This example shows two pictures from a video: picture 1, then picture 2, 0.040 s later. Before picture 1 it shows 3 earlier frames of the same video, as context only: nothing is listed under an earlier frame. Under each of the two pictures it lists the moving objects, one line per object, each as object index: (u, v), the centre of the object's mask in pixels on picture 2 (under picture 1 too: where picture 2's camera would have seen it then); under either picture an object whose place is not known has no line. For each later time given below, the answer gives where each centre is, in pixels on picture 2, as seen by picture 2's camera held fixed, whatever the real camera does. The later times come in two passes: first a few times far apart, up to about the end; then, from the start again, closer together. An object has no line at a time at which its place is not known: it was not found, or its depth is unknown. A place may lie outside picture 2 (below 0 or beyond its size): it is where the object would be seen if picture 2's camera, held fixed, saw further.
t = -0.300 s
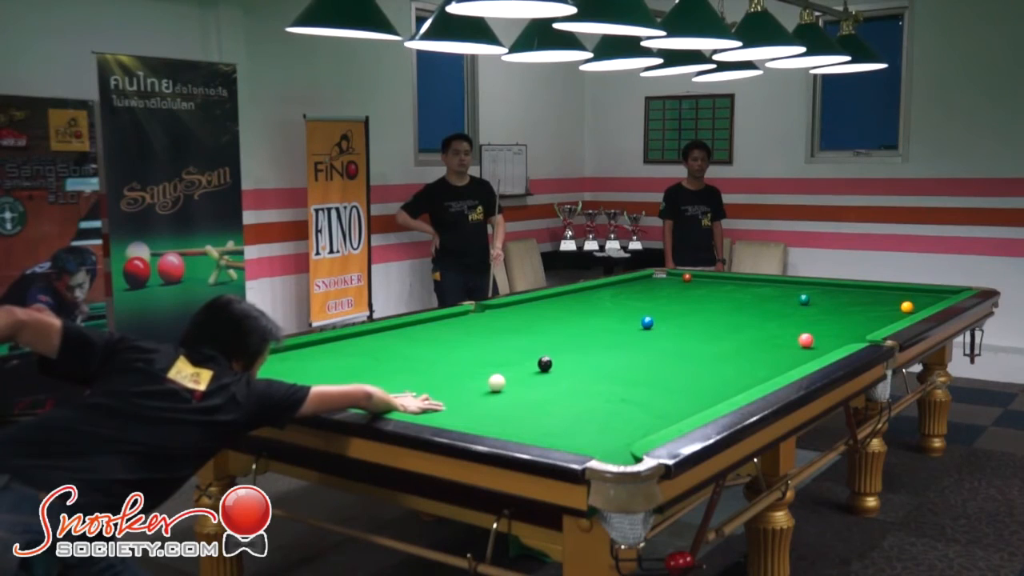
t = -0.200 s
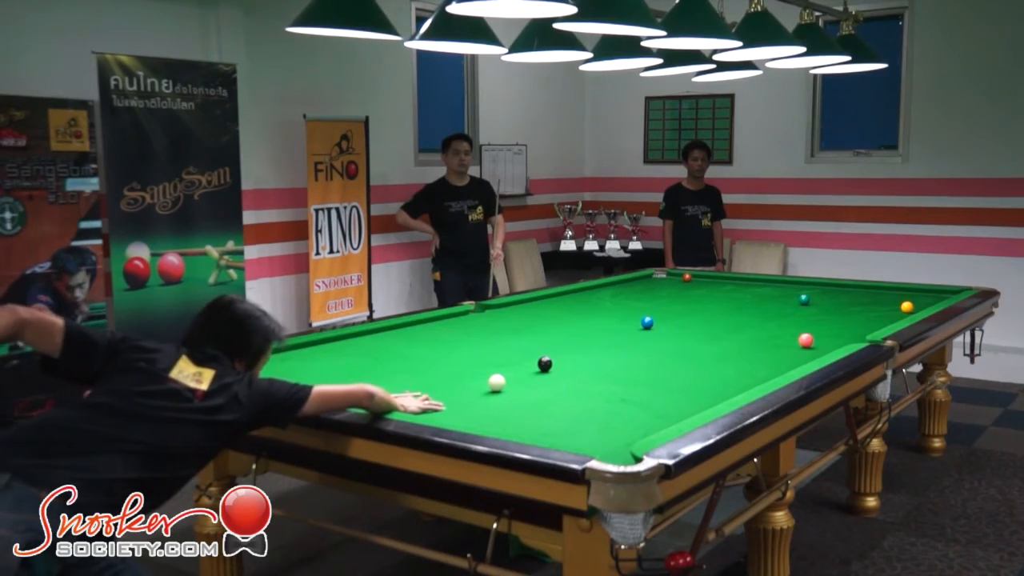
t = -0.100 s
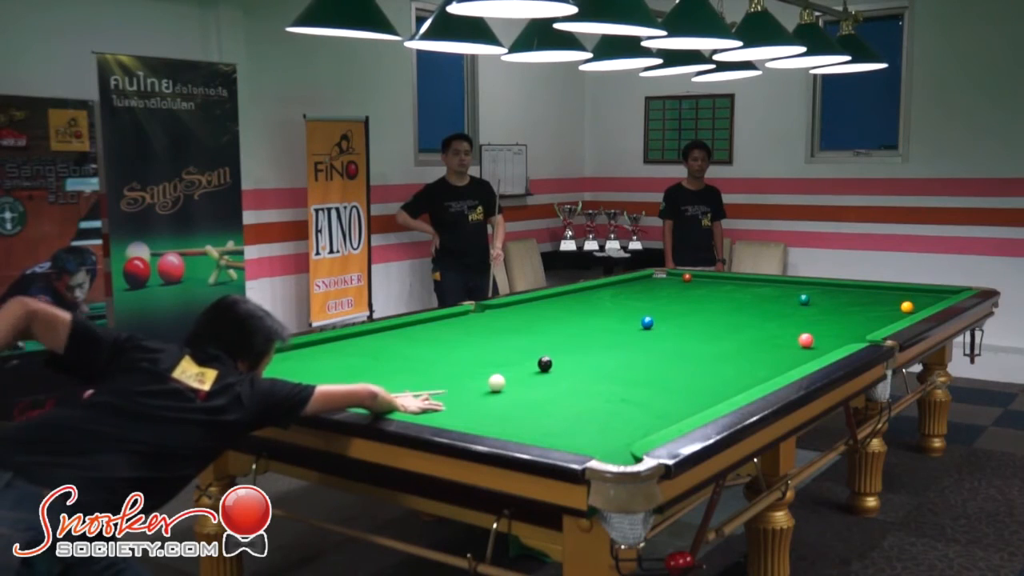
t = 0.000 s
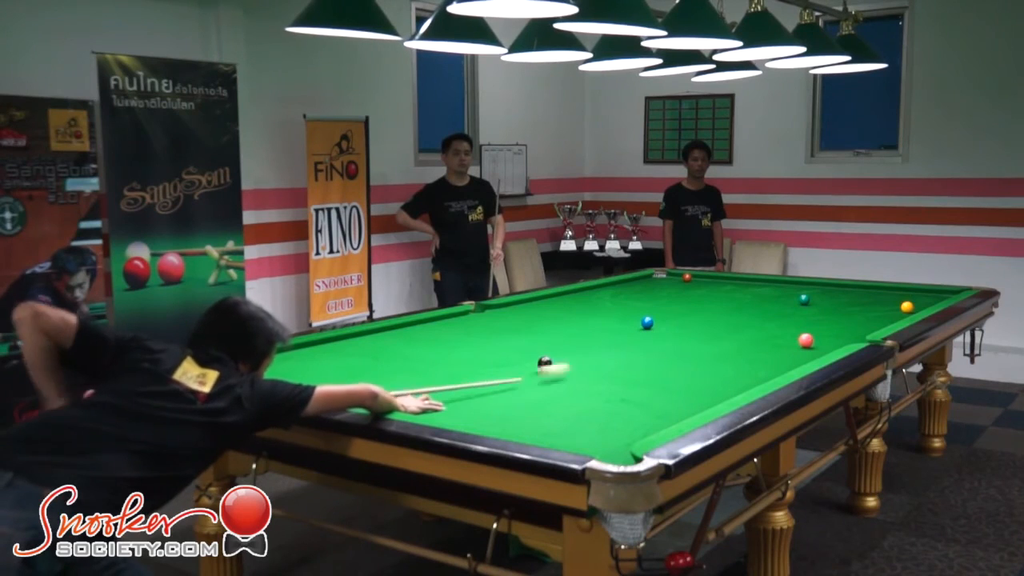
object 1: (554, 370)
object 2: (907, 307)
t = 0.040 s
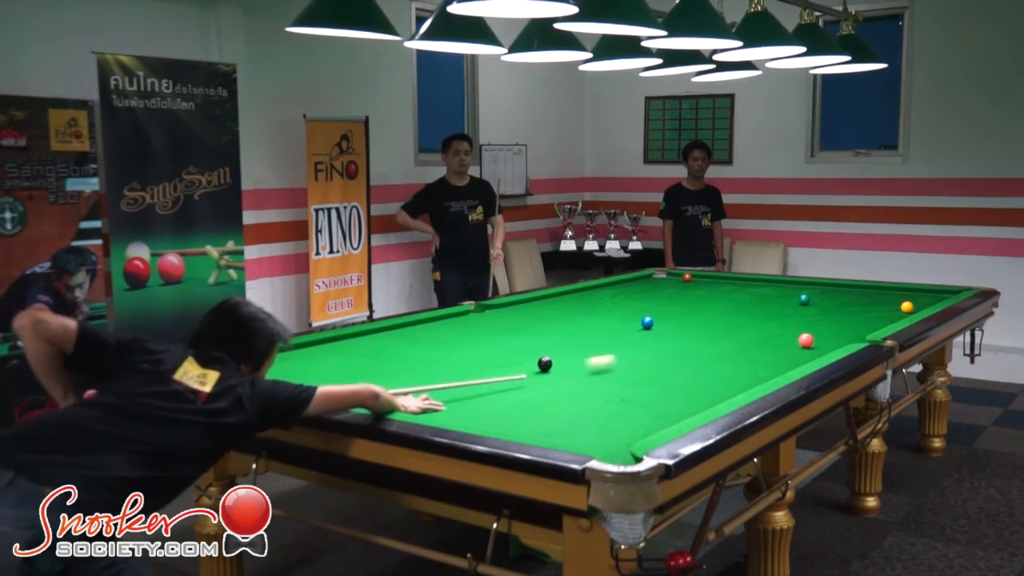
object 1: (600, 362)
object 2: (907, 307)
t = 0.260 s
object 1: (797, 327)
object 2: (907, 307)
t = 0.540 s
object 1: (917, 308)
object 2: (927, 297)
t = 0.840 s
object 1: (875, 303)
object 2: (923, 299)
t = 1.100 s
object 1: (844, 299)
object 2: (896, 313)
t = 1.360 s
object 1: (815, 296)
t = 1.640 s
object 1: (788, 292)
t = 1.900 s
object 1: (765, 289)
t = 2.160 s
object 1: (744, 287)
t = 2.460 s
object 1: (722, 284)
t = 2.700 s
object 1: (707, 282)
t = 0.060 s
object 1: (622, 358)
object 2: (907, 307)
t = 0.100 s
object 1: (663, 351)
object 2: (907, 307)
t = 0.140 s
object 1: (701, 343)
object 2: (907, 307)
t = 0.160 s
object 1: (719, 340)
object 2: (907, 307)
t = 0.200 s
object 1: (752, 335)
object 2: (907, 307)
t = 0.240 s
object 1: (782, 329)
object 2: (907, 307)
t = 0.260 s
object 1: (797, 327)
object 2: (907, 307)
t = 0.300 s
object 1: (824, 322)
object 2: (907, 307)
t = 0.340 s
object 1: (849, 317)
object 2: (907, 307)
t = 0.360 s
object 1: (861, 316)
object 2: (907, 307)
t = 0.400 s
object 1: (884, 311)
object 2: (907, 307)
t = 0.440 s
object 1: (902, 308)
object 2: (909, 305)
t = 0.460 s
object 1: (910, 307)
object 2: (913, 302)
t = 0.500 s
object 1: (920, 308)
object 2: (919, 300)
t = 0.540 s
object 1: (917, 308)
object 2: (927, 297)
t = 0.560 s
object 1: (914, 307)
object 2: (930, 295)
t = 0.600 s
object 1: (908, 307)
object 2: (937, 292)
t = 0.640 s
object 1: (902, 306)
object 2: (942, 290)
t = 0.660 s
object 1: (899, 306)
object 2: (940, 290)
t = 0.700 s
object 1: (894, 305)
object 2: (937, 291)
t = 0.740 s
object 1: (889, 305)
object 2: (932, 294)
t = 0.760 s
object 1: (886, 304)
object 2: (930, 295)
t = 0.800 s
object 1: (881, 304)
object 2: (927, 297)
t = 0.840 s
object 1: (875, 303)
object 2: (923, 299)
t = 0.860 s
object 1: (873, 303)
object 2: (921, 300)
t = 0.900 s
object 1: (868, 302)
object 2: (917, 302)
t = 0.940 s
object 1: (863, 302)
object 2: (913, 305)
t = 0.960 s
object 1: (860, 301)
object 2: (911, 306)
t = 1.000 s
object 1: (855, 301)
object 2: (907, 308)
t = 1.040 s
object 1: (851, 300)
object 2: (903, 310)
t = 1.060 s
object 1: (848, 300)
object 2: (901, 311)
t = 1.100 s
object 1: (844, 299)
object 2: (896, 313)
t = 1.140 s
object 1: (839, 299)
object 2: (892, 315)
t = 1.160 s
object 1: (837, 299)
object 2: (890, 317)
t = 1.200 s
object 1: (833, 298)
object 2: (885, 319)
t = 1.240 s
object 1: (828, 297)
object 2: (880, 321)
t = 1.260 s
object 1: (826, 297)
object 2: (878, 323)
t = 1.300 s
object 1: (822, 297)
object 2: (873, 325)
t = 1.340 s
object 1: (818, 296)
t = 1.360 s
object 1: (815, 296)
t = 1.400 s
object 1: (812, 295)
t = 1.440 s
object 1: (808, 293)
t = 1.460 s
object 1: (806, 293)
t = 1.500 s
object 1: (800, 293)
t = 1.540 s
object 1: (797, 293)
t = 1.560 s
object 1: (795, 293)
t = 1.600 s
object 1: (792, 293)
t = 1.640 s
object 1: (788, 292)
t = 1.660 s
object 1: (786, 292)
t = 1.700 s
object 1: (782, 292)
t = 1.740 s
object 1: (779, 291)
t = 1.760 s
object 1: (777, 291)
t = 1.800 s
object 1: (774, 290)
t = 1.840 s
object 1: (770, 290)
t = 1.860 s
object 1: (768, 290)
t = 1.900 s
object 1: (765, 289)
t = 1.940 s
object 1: (761, 289)
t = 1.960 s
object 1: (760, 289)
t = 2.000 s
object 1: (757, 289)
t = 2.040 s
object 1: (753, 288)
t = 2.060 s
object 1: (752, 288)
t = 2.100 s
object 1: (749, 287)
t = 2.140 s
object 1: (746, 287)
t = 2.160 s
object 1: (744, 287)
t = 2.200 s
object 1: (741, 286)
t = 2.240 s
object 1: (738, 286)
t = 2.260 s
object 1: (736, 286)
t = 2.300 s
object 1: (734, 286)
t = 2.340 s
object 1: (731, 285)
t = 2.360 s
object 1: (729, 285)
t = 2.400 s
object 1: (726, 285)
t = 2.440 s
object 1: (724, 284)
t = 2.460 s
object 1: (722, 284)
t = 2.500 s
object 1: (720, 284)
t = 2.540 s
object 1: (717, 284)
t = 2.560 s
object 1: (716, 283)
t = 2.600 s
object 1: (713, 283)
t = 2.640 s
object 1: (710, 283)
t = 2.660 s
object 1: (709, 283)
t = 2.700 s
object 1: (707, 282)
